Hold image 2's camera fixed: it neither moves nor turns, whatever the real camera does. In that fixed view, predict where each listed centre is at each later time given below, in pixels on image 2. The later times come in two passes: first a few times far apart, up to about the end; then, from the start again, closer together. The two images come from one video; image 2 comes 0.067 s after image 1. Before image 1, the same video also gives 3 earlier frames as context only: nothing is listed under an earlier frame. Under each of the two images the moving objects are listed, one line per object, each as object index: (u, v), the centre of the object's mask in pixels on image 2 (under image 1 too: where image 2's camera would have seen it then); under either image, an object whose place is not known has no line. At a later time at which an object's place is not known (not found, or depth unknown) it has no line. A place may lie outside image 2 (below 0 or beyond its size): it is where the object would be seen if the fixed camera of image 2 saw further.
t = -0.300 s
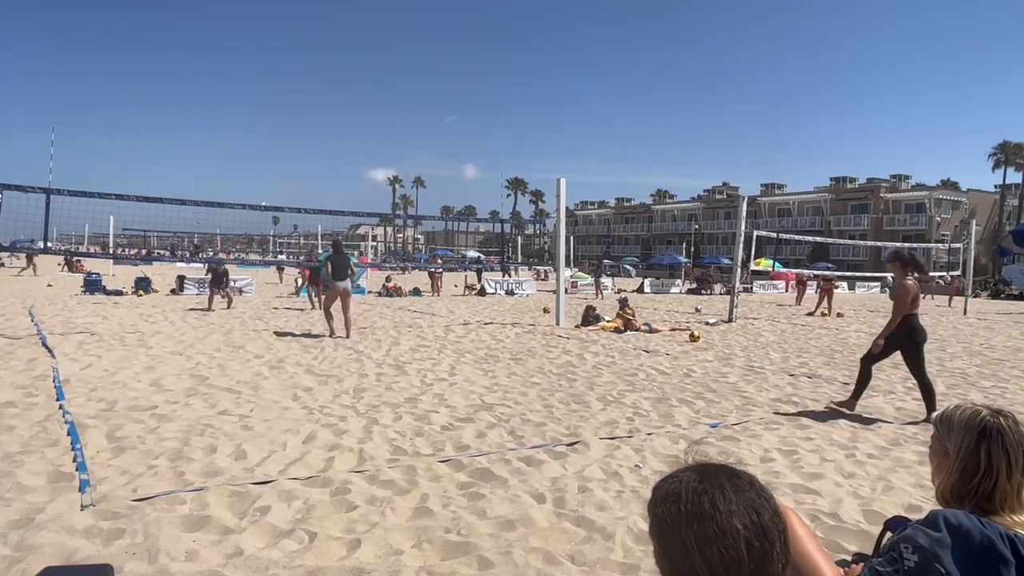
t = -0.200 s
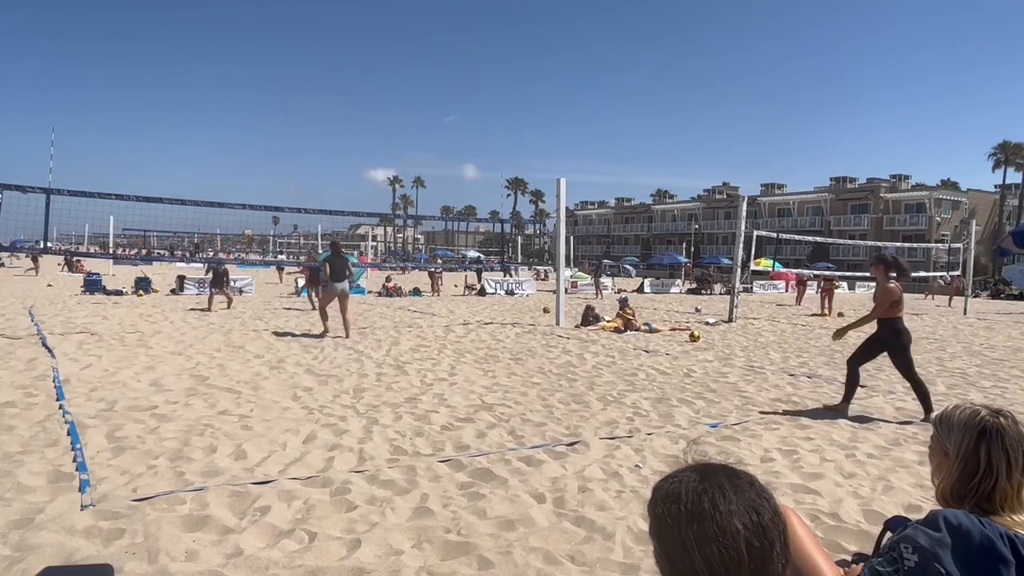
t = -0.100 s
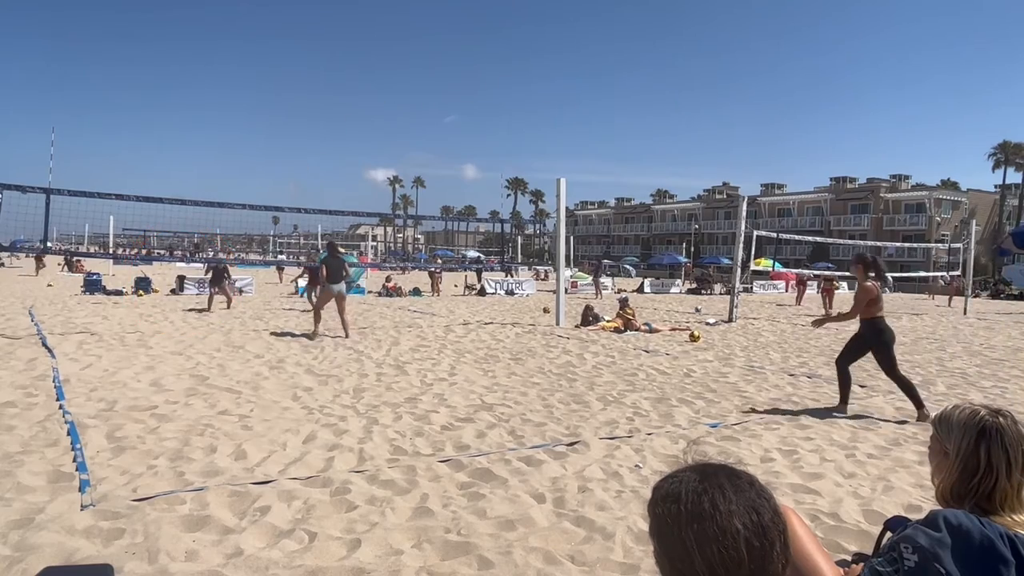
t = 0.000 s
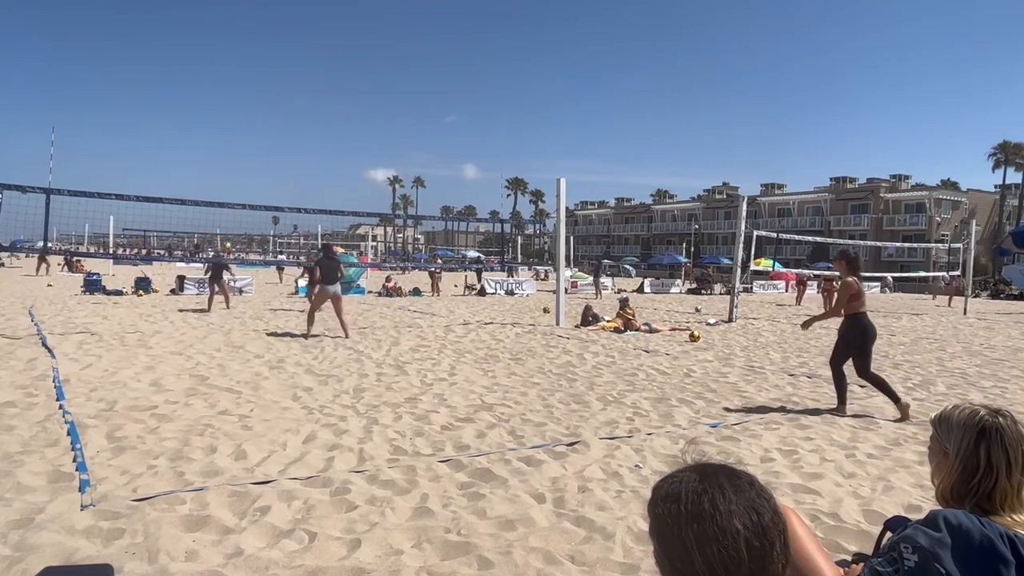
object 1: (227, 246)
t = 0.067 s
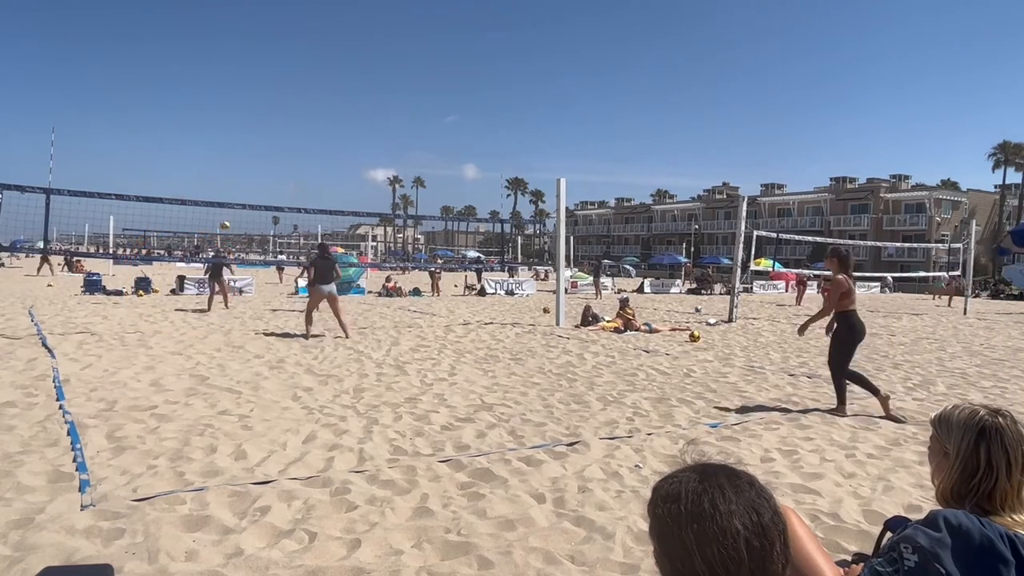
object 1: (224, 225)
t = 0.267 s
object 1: (219, 173)
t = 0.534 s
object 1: (214, 129)
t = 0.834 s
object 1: (210, 117)
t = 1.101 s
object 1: (208, 140)
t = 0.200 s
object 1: (221, 188)
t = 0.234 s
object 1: (220, 180)
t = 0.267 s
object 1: (219, 173)
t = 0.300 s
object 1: (218, 166)
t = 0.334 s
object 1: (217, 159)
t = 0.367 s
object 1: (216, 153)
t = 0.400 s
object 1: (216, 147)
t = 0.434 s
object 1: (215, 141)
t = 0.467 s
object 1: (215, 137)
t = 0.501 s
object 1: (214, 132)
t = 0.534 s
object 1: (214, 129)
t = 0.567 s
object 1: (213, 125)
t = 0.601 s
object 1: (212, 123)
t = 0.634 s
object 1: (212, 120)
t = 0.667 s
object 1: (211, 118)
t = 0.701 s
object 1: (211, 117)
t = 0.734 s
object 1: (211, 117)
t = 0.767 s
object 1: (210, 116)
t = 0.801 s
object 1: (210, 116)
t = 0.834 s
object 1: (210, 117)
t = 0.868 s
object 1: (209, 117)
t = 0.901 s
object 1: (209, 120)
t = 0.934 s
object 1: (209, 122)
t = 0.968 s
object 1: (209, 124)
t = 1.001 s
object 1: (208, 128)
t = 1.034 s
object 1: (208, 131)
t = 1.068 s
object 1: (208, 135)
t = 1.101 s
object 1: (208, 140)
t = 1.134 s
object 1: (208, 145)
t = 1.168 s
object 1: (208, 151)
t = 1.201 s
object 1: (208, 157)
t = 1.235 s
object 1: (207, 163)
